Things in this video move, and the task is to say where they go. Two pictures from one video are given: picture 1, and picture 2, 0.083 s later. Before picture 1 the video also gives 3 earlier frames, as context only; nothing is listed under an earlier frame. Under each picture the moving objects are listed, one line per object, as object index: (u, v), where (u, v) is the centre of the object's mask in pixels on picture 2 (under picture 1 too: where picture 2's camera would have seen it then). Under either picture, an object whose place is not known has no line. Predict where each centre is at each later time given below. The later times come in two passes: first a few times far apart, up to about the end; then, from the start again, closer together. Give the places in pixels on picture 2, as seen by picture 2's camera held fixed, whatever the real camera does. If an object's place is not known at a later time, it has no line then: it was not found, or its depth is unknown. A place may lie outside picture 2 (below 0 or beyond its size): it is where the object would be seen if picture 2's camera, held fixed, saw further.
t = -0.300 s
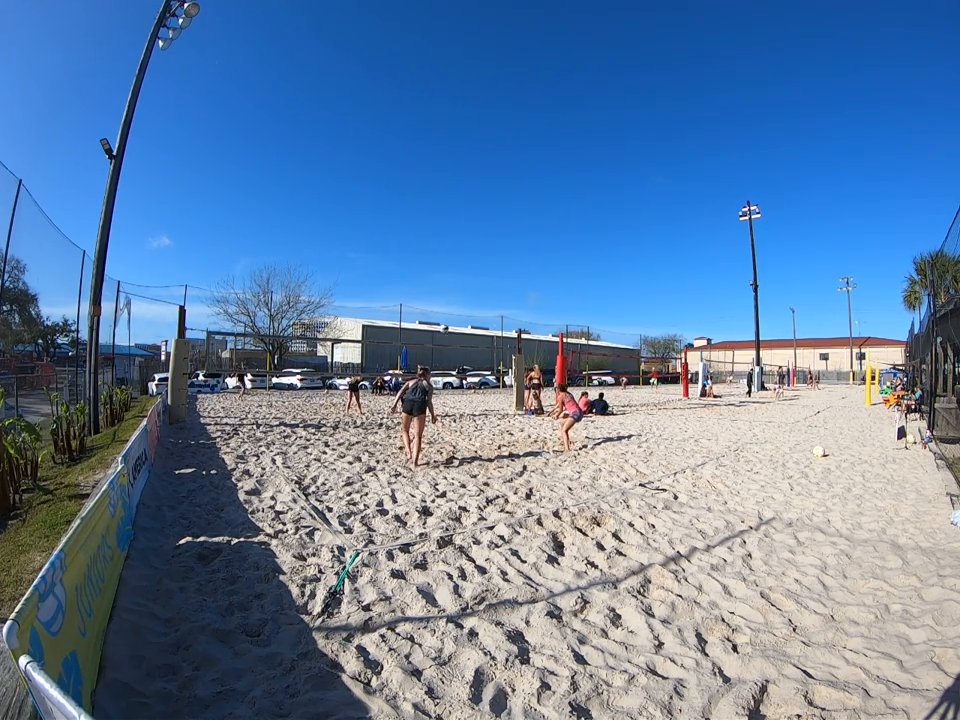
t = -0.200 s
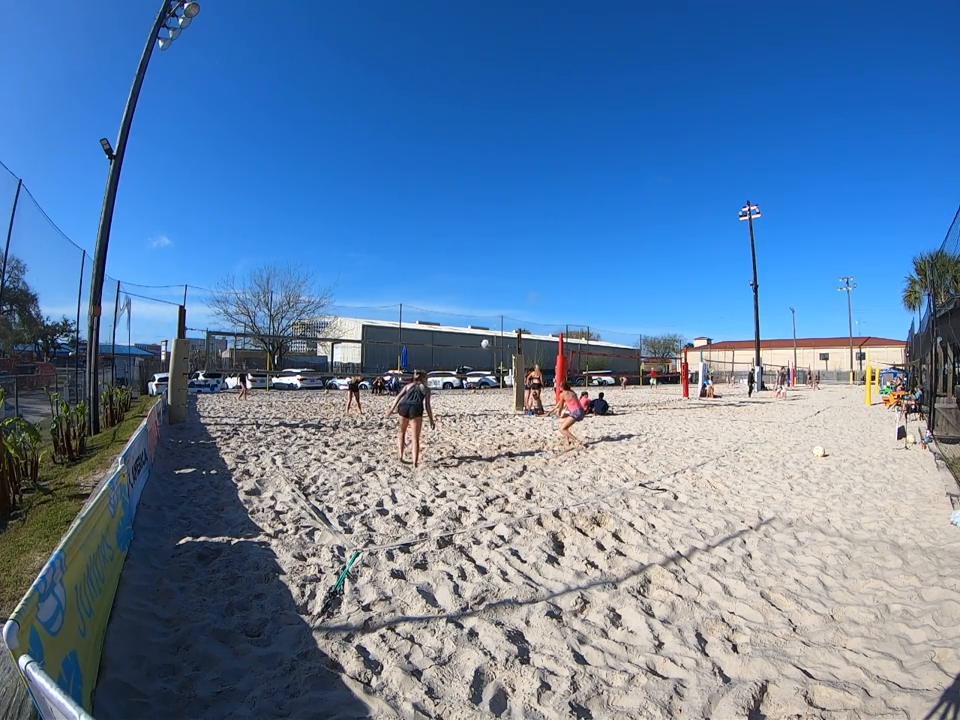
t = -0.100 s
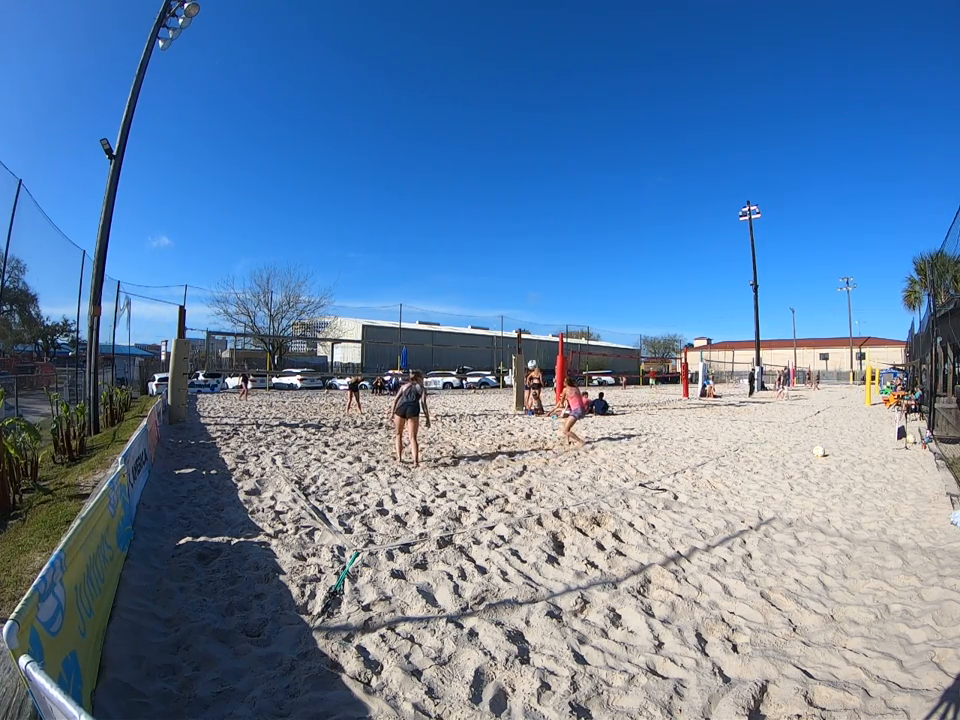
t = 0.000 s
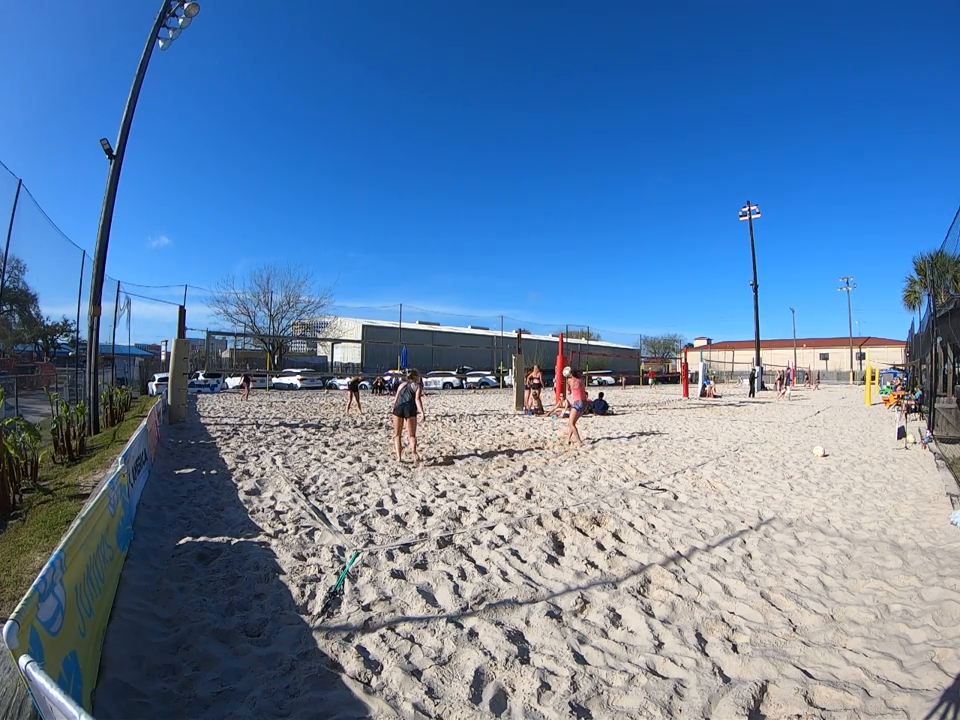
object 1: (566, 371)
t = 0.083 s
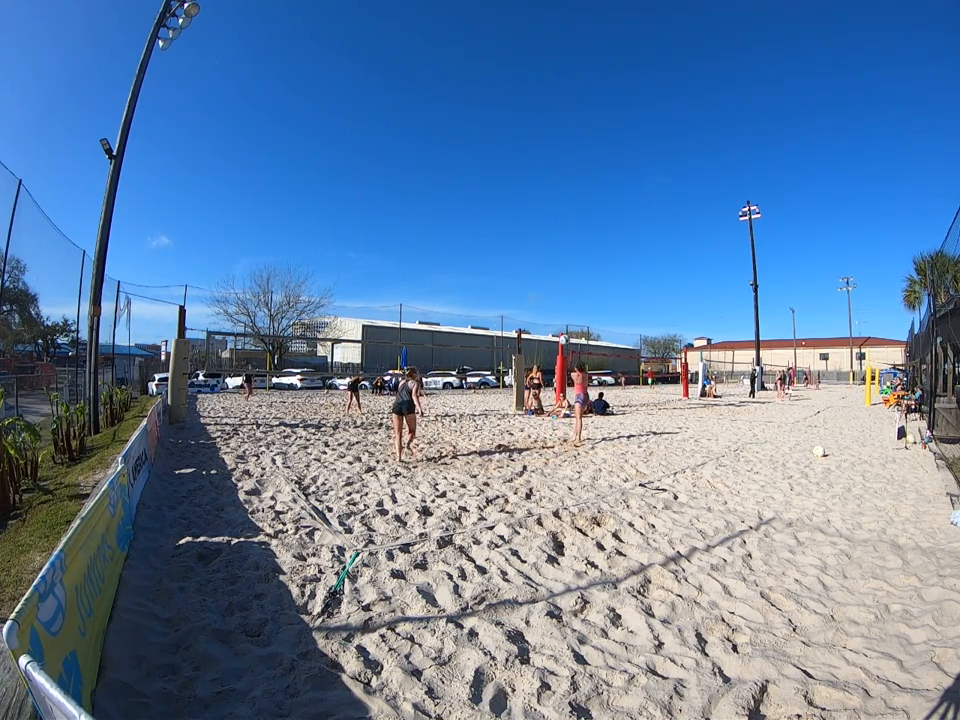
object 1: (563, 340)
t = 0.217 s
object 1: (559, 297)
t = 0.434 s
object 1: (550, 245)
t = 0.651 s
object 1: (542, 215)
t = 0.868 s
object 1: (534, 205)
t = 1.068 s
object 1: (527, 214)
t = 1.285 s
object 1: (518, 242)
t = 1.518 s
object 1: (509, 299)
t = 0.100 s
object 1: (563, 334)
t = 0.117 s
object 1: (562, 328)
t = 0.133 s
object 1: (562, 323)
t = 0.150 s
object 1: (562, 317)
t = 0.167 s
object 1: (561, 311)
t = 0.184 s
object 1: (560, 306)
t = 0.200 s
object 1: (559, 302)
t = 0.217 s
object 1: (559, 297)
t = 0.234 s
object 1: (558, 292)
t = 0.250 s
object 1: (557, 287)
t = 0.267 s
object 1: (557, 283)
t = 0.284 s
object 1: (556, 278)
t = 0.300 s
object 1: (555, 274)
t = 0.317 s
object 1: (554, 270)
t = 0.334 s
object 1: (554, 266)
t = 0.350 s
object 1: (553, 262)
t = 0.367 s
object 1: (553, 259)
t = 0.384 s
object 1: (552, 255)
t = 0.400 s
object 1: (551, 252)
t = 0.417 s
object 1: (550, 248)
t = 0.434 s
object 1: (550, 245)
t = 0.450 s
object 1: (549, 242)
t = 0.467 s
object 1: (549, 239)
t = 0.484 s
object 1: (548, 237)
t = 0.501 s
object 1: (547, 234)
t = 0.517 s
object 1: (546, 231)
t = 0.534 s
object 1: (546, 229)
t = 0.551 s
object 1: (545, 226)
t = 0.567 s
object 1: (545, 224)
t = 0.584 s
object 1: (544, 222)
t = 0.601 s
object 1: (544, 220)
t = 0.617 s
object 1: (543, 219)
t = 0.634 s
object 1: (543, 217)
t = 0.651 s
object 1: (542, 215)
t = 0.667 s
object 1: (541, 214)
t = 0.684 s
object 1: (541, 213)
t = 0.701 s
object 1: (540, 211)
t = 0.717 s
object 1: (540, 211)
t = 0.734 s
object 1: (539, 209)
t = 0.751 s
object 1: (538, 209)
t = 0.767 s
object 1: (538, 208)
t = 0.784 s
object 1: (537, 207)
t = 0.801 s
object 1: (536, 206)
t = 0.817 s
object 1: (536, 206)
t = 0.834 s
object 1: (535, 205)
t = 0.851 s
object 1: (535, 205)
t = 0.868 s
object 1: (534, 205)
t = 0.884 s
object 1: (533, 205)
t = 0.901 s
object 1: (533, 206)
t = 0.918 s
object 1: (532, 206)
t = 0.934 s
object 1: (531, 206)
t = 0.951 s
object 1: (531, 206)
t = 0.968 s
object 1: (530, 207)
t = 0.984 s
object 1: (530, 208)
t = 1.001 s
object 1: (529, 209)
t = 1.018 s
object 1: (529, 210)
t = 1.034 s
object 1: (528, 211)
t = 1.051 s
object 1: (527, 212)
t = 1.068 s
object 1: (527, 214)
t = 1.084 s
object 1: (526, 215)
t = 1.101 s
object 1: (526, 217)
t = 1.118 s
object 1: (525, 218)
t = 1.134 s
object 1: (524, 220)
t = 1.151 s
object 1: (523, 222)
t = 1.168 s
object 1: (523, 224)
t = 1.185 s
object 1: (522, 226)
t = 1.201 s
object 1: (522, 228)
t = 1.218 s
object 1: (521, 231)
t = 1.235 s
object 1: (520, 233)
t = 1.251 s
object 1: (520, 236)
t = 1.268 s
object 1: (519, 239)
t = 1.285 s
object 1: (518, 242)
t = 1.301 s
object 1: (518, 245)
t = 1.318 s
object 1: (517, 248)
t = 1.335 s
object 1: (516, 252)
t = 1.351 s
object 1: (516, 255)
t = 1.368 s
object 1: (515, 259)
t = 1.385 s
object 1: (514, 263)
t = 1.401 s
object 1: (514, 267)
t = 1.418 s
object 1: (513, 271)
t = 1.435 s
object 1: (512, 275)
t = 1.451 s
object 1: (512, 280)
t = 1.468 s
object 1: (511, 285)
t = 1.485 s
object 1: (510, 289)
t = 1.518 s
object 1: (509, 299)
